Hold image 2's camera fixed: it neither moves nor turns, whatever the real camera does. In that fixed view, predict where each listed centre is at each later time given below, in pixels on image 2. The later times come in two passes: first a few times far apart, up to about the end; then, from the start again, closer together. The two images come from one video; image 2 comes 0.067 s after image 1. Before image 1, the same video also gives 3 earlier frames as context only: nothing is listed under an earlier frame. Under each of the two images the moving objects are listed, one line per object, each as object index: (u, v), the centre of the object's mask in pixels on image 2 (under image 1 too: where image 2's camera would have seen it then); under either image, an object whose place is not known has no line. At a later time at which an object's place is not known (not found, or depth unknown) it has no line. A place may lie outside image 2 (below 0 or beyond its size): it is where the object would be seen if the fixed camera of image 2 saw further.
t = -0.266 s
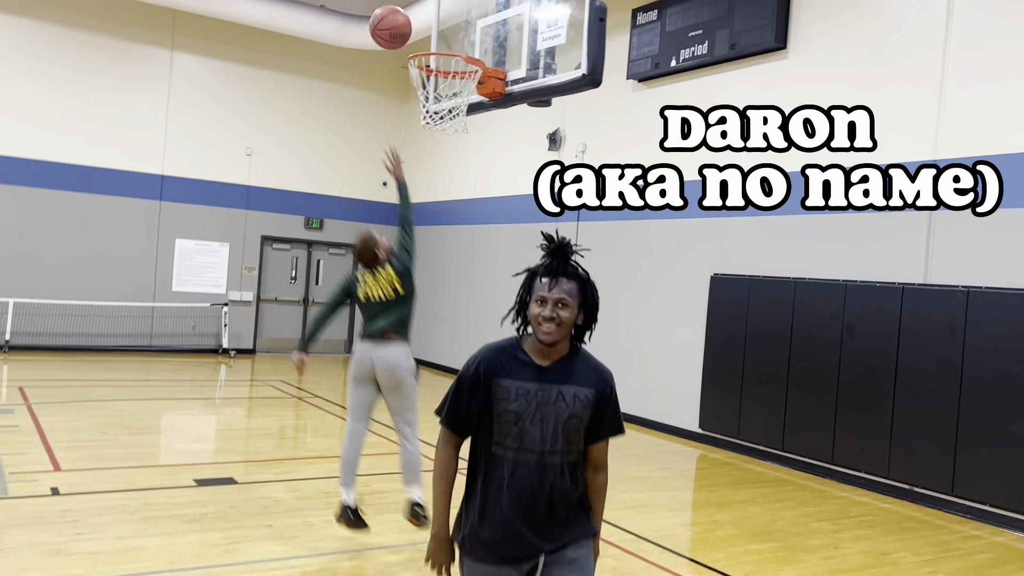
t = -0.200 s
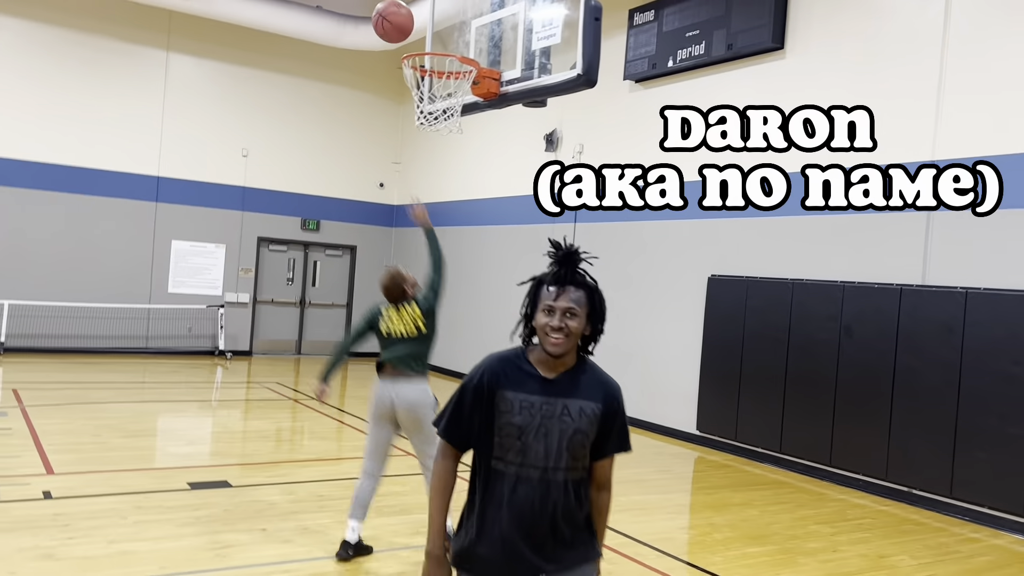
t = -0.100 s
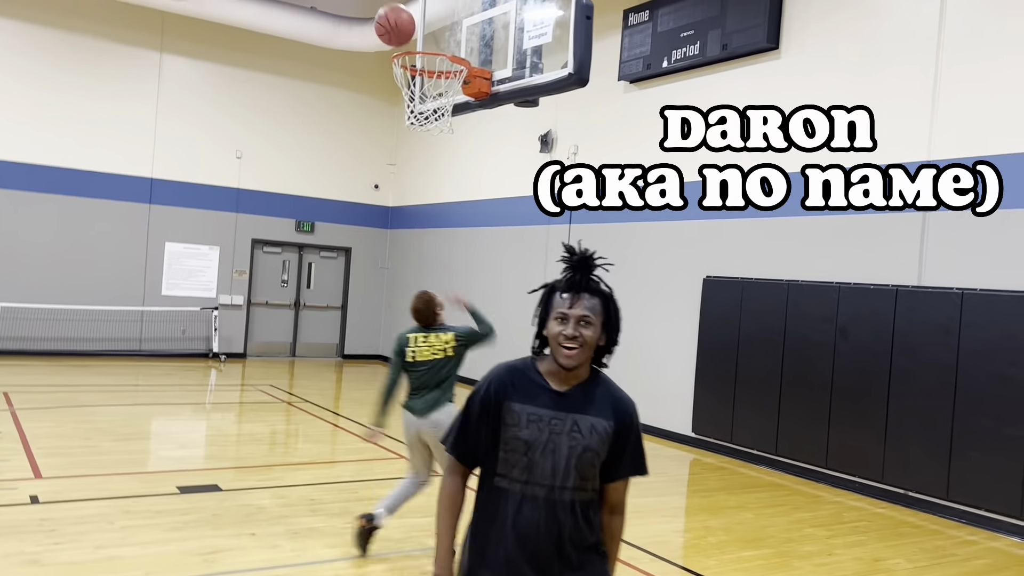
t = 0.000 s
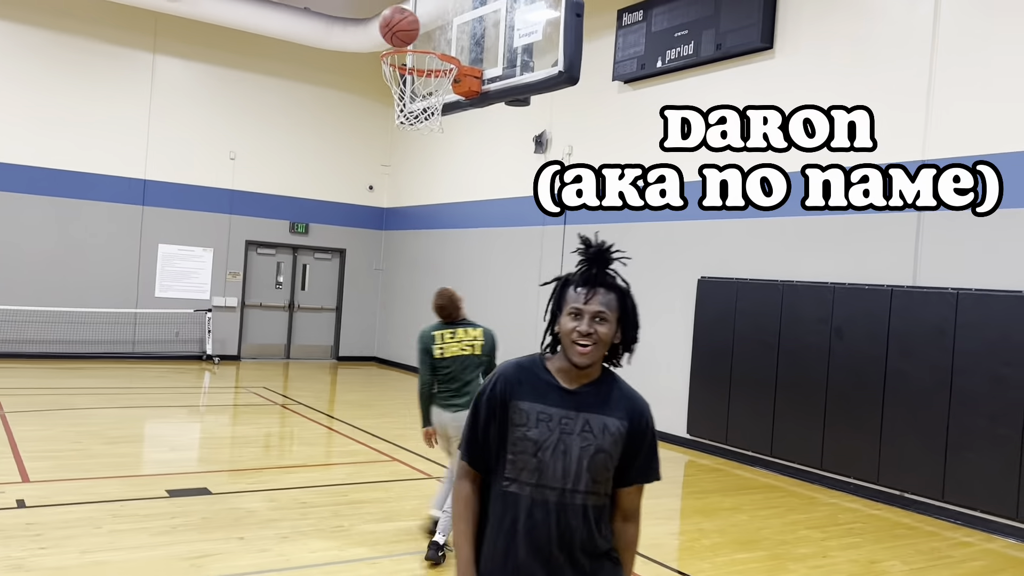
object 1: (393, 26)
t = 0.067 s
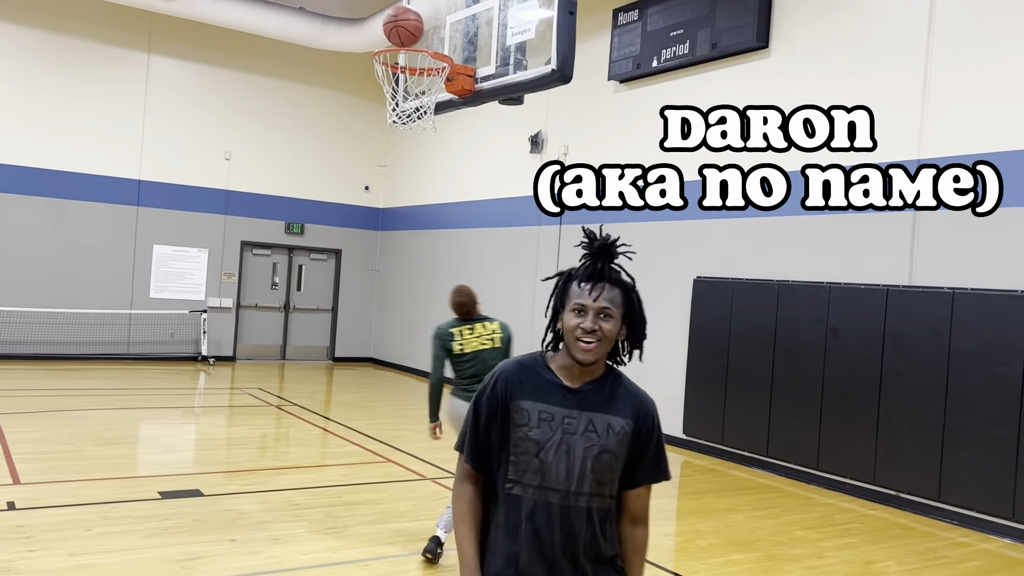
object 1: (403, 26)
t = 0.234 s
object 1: (424, 32)
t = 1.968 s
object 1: (219, 329)
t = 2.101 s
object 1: (203, 284)
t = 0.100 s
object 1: (408, 29)
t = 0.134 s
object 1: (412, 29)
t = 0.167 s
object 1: (416, 30)
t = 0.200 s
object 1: (420, 31)
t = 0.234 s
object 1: (424, 32)
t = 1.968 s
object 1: (219, 329)
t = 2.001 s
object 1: (216, 316)
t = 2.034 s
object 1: (212, 304)
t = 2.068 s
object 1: (208, 293)
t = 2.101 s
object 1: (203, 284)
